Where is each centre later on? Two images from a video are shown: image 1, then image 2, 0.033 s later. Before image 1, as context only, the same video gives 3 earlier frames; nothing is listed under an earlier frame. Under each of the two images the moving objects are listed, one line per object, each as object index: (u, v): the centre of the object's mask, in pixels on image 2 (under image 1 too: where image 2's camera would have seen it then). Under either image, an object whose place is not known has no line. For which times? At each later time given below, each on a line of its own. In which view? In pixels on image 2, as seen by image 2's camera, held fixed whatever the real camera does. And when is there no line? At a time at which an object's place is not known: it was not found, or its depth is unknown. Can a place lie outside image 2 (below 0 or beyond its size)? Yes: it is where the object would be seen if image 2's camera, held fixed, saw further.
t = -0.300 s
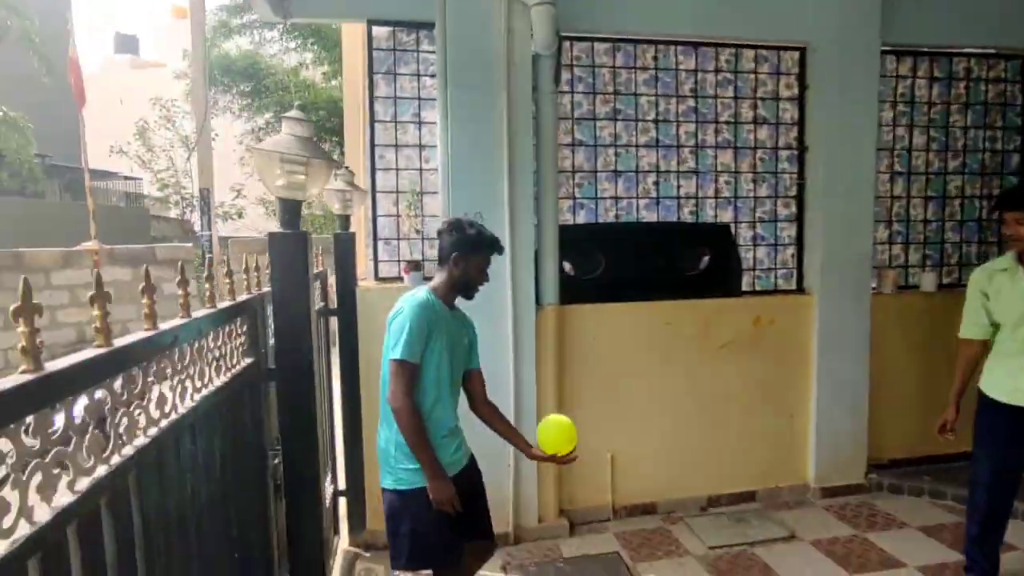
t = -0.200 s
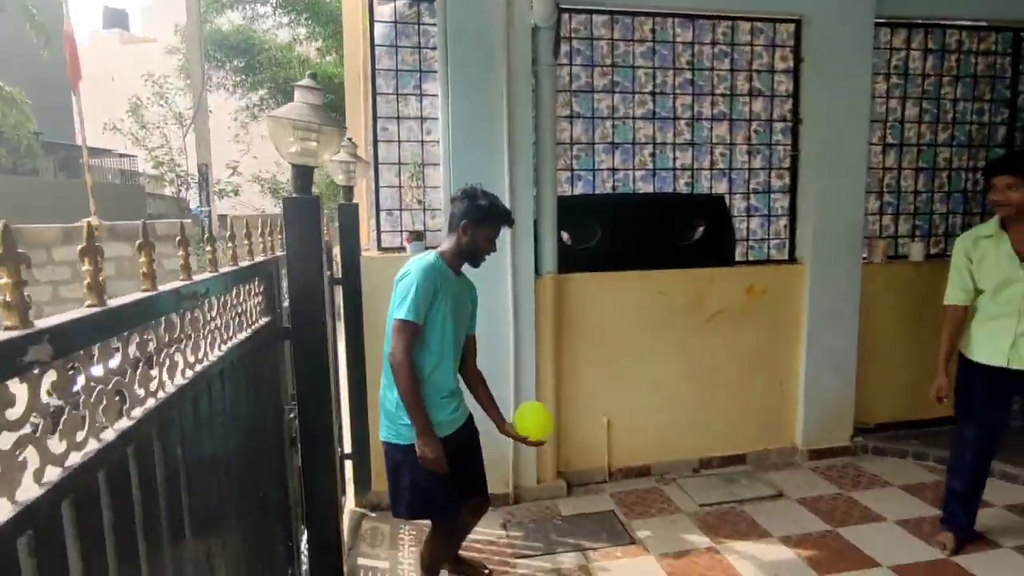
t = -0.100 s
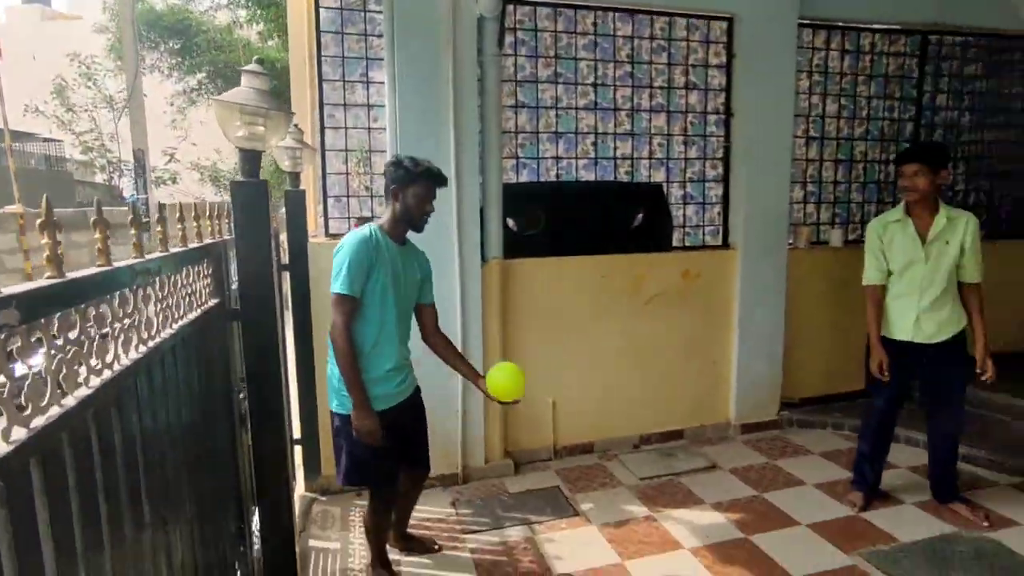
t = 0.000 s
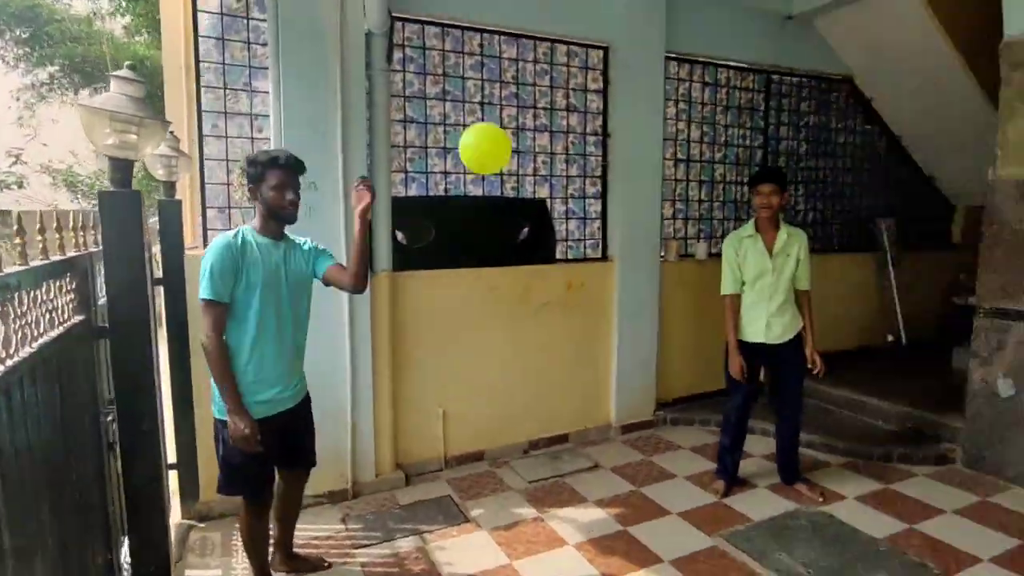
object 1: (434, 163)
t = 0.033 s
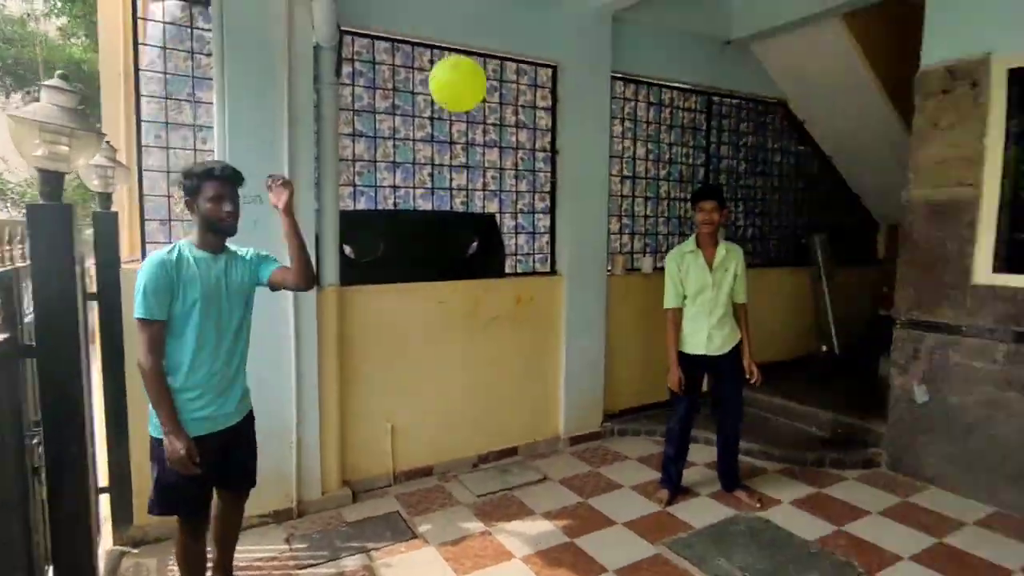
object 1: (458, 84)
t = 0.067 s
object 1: (482, 6)
